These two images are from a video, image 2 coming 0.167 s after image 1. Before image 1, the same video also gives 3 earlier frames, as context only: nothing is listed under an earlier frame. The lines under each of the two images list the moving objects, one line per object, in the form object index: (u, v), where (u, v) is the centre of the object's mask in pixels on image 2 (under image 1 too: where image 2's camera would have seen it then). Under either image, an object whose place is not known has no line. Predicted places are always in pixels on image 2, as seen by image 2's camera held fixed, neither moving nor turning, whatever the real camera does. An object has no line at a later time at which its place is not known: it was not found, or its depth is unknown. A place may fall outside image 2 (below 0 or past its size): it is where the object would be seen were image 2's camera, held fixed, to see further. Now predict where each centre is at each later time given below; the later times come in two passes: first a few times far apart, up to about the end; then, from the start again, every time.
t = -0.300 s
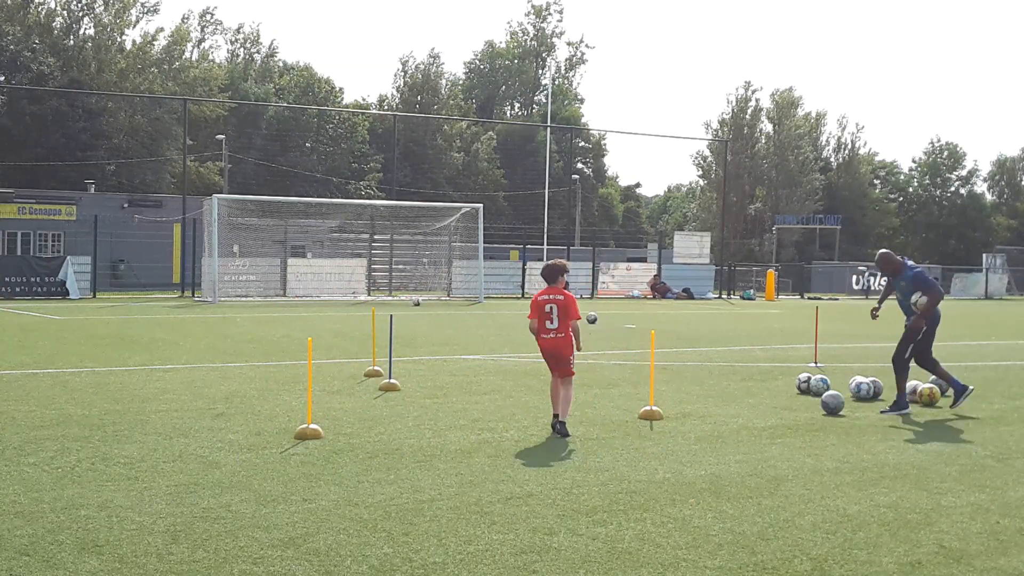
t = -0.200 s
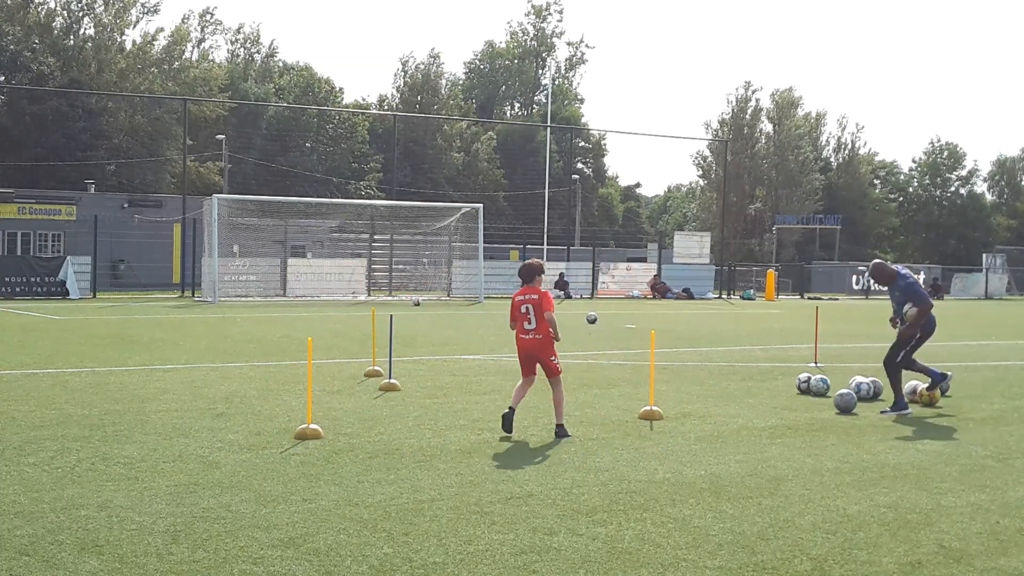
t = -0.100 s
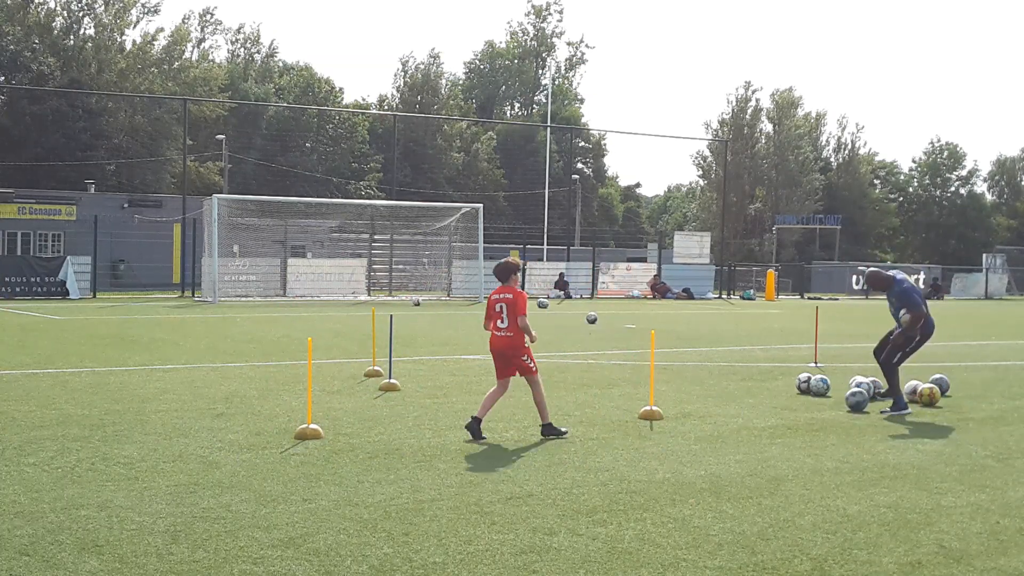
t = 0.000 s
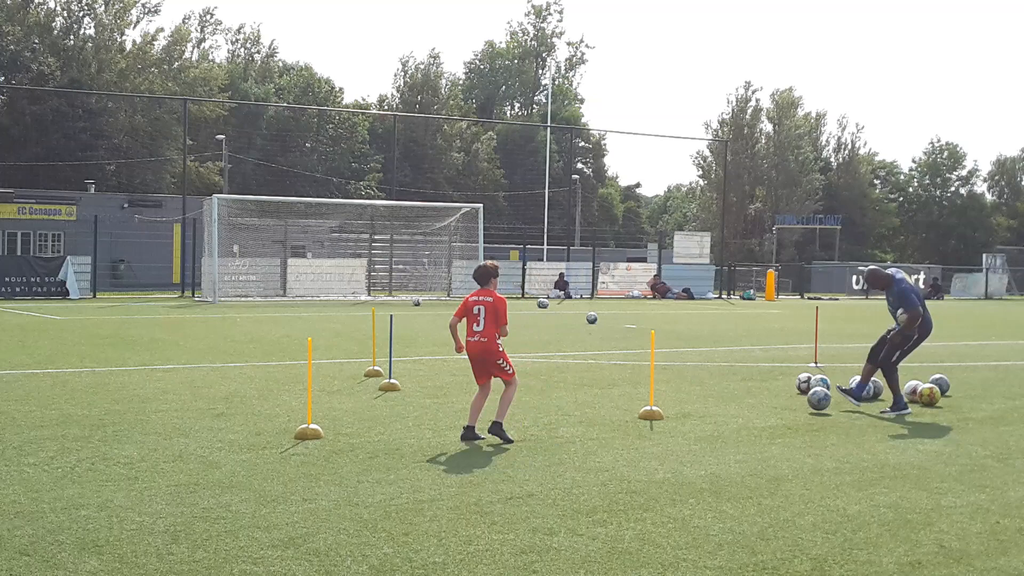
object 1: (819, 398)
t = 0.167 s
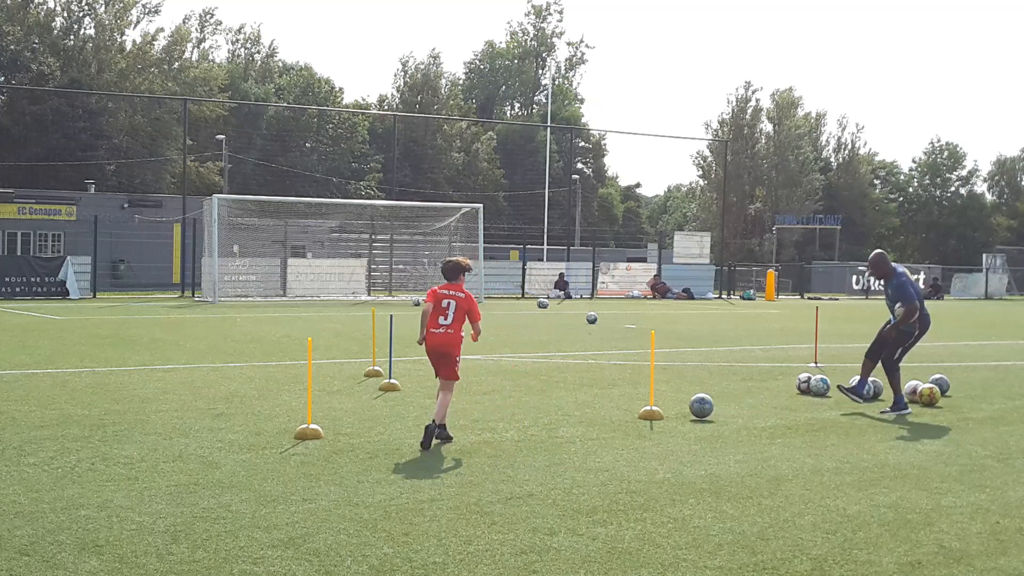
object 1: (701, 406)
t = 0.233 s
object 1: (655, 410)
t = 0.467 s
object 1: (508, 416)
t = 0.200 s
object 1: (678, 407)
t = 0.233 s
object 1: (655, 410)
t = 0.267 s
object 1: (633, 410)
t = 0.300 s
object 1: (611, 411)
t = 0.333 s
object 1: (590, 413)
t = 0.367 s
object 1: (568, 414)
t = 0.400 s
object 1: (548, 413)
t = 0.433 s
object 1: (528, 414)
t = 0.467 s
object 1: (508, 416)
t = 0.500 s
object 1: (487, 418)
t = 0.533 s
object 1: (468, 418)
